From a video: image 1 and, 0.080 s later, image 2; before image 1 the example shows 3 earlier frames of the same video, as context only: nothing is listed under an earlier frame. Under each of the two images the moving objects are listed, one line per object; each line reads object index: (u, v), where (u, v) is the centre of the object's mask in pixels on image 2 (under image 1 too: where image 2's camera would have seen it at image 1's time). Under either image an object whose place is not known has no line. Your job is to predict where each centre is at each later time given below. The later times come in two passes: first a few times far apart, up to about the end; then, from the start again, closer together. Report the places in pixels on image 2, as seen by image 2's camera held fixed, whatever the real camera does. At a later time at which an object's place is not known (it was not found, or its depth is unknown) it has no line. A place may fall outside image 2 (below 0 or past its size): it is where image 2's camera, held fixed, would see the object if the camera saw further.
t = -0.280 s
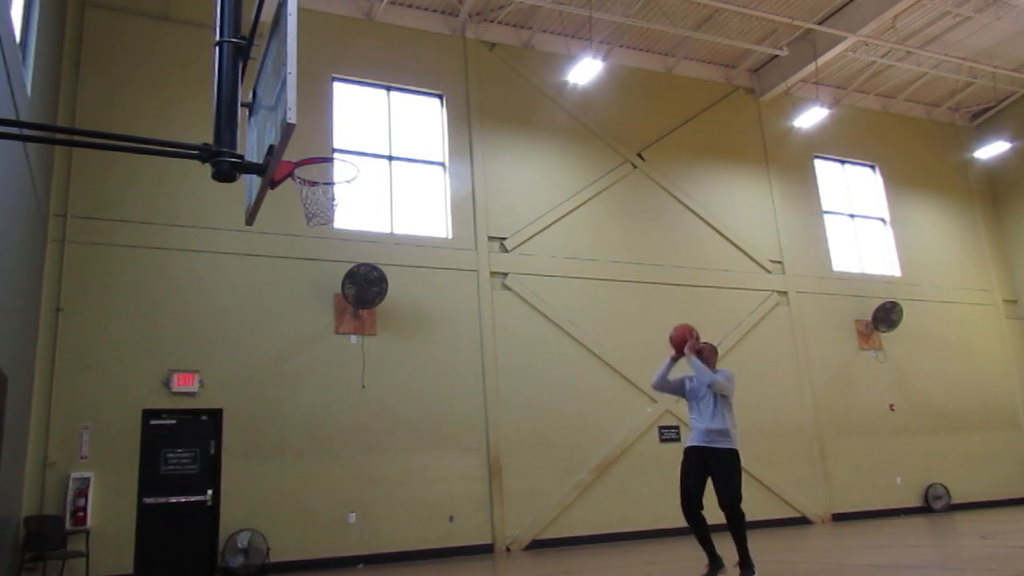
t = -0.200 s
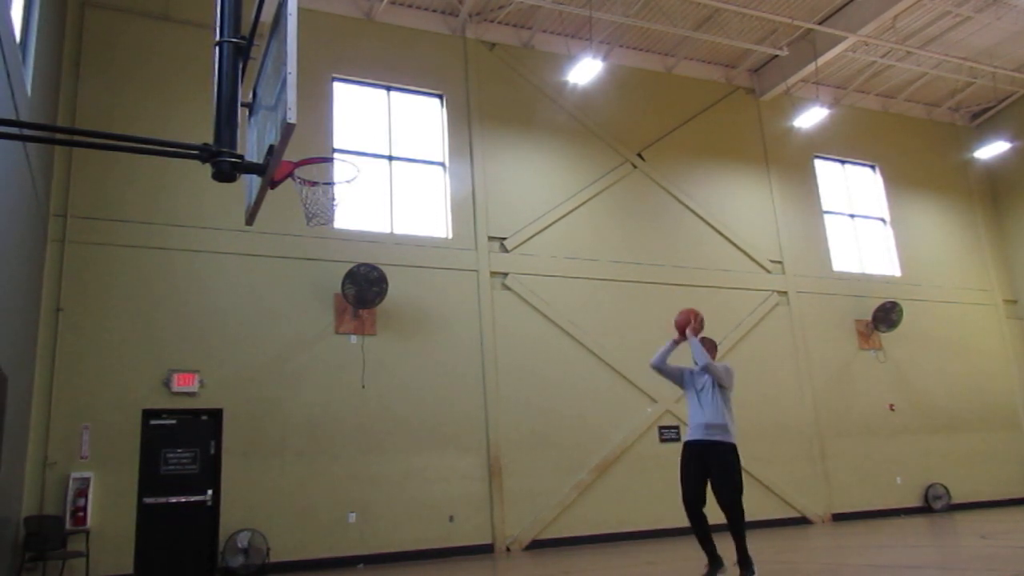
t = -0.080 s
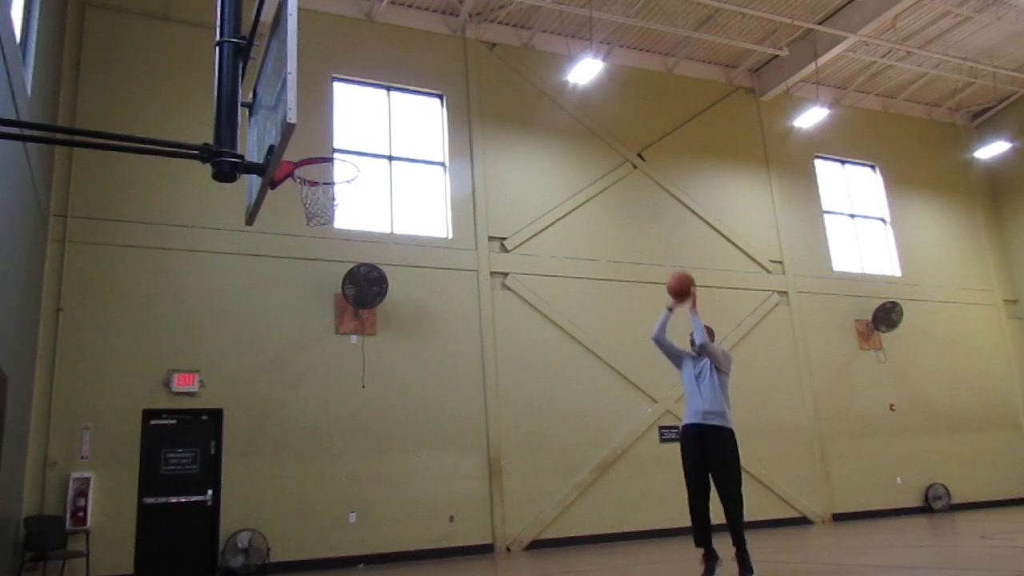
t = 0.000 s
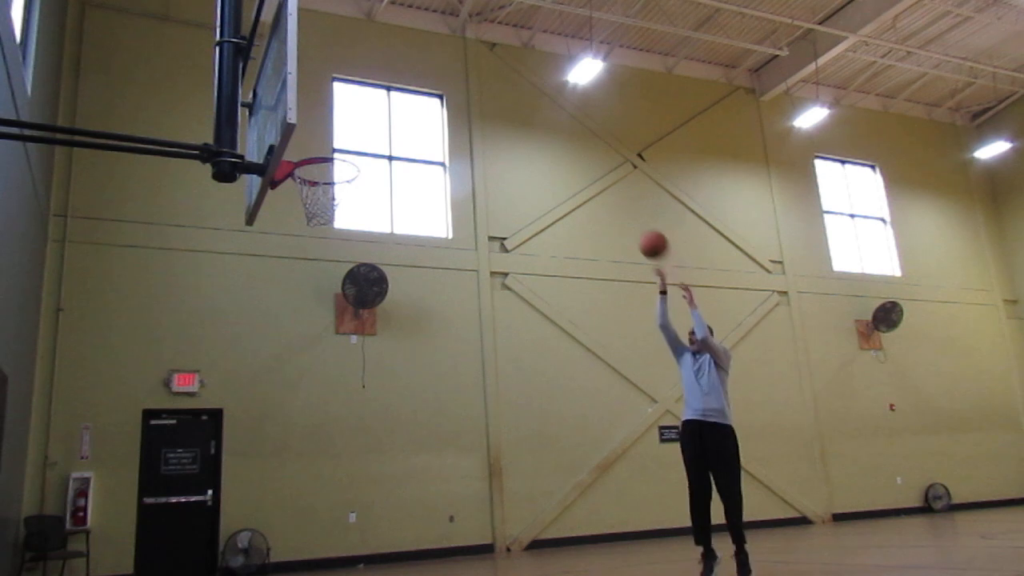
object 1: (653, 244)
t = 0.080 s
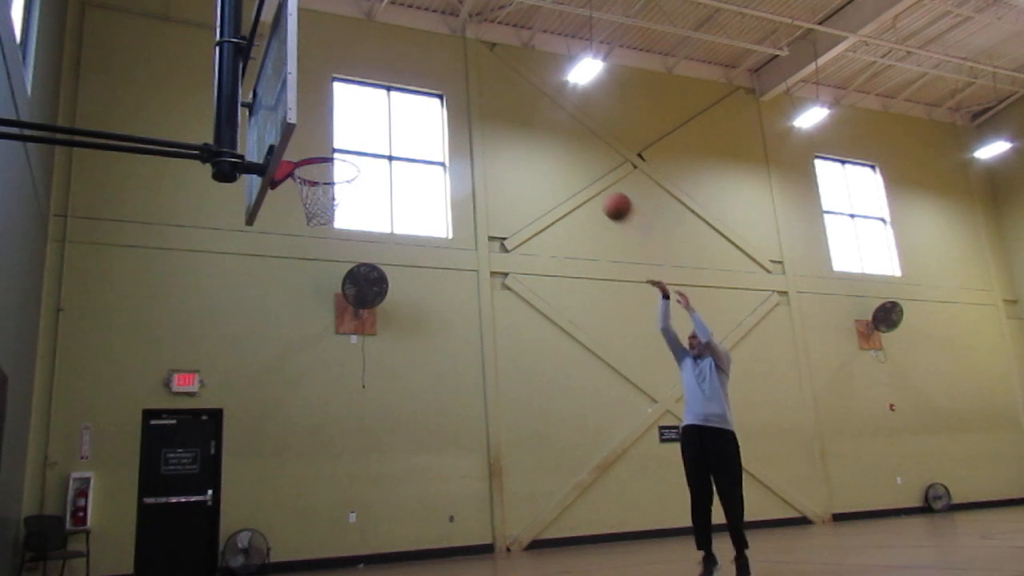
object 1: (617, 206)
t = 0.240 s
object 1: (548, 152)
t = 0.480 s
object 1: (444, 121)
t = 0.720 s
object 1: (330, 159)
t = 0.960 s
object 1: (330, 267)
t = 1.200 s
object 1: (354, 439)
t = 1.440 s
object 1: (387, 521)
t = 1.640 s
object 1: (423, 401)
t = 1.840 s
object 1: (457, 344)
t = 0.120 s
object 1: (600, 190)
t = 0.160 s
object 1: (583, 176)
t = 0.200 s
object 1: (565, 163)
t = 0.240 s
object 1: (548, 152)
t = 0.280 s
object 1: (530, 142)
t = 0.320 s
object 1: (513, 135)
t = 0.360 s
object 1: (496, 128)
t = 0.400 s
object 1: (479, 124)
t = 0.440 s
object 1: (461, 122)
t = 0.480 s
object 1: (444, 121)
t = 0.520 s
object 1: (424, 123)
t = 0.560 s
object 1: (406, 126)
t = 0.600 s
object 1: (388, 131)
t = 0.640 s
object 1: (369, 138)
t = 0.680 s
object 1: (350, 147)
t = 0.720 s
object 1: (330, 159)
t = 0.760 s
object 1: (311, 175)
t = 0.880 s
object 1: (322, 229)
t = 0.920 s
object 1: (326, 245)
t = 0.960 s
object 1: (330, 267)
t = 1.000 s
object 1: (333, 291)
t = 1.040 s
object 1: (338, 315)
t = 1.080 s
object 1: (342, 345)
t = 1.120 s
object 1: (346, 373)
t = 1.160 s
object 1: (350, 405)
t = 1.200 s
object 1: (354, 439)
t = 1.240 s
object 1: (359, 477)
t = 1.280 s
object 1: (363, 517)
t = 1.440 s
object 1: (387, 521)
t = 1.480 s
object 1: (394, 492)
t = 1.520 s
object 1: (401, 465)
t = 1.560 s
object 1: (409, 441)
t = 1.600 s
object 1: (416, 420)
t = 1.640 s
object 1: (423, 401)
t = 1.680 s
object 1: (430, 385)
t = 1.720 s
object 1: (437, 372)
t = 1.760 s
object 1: (444, 360)
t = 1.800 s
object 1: (451, 351)
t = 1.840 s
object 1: (457, 344)
